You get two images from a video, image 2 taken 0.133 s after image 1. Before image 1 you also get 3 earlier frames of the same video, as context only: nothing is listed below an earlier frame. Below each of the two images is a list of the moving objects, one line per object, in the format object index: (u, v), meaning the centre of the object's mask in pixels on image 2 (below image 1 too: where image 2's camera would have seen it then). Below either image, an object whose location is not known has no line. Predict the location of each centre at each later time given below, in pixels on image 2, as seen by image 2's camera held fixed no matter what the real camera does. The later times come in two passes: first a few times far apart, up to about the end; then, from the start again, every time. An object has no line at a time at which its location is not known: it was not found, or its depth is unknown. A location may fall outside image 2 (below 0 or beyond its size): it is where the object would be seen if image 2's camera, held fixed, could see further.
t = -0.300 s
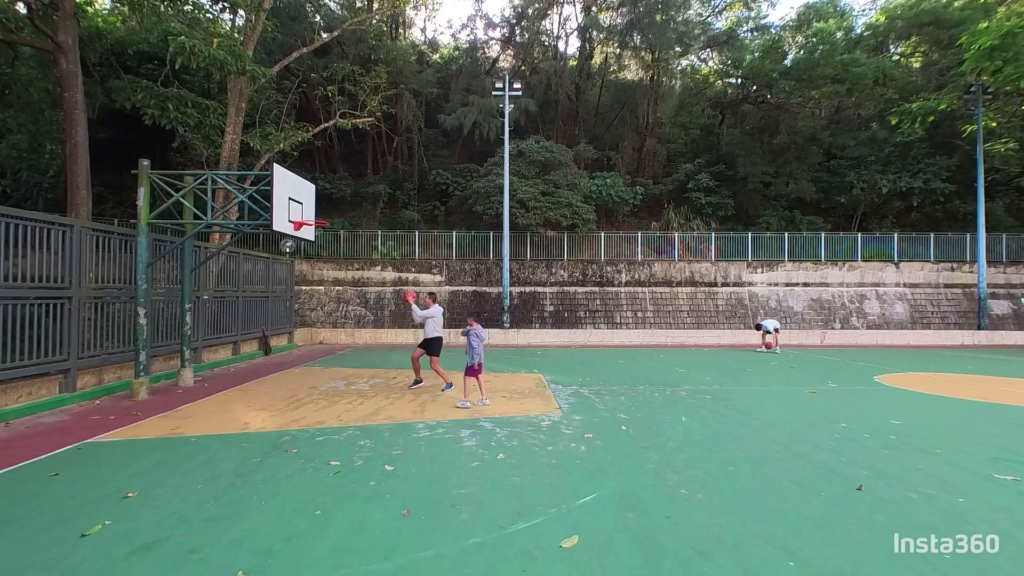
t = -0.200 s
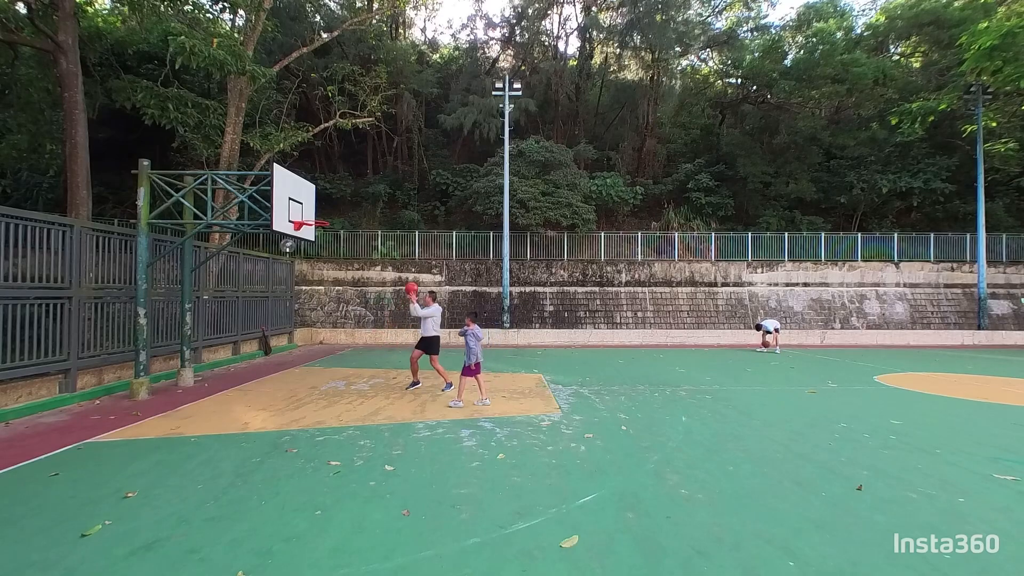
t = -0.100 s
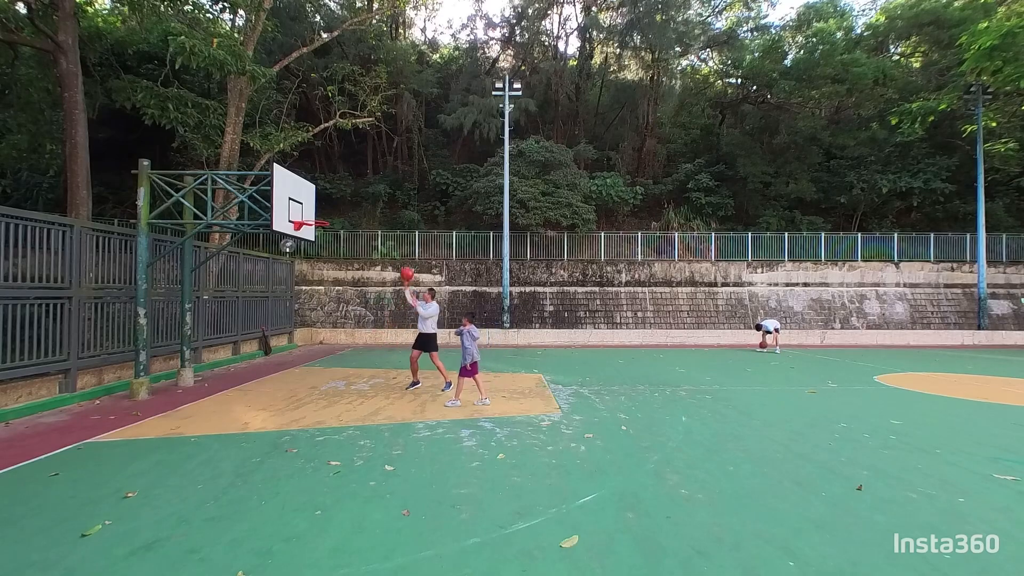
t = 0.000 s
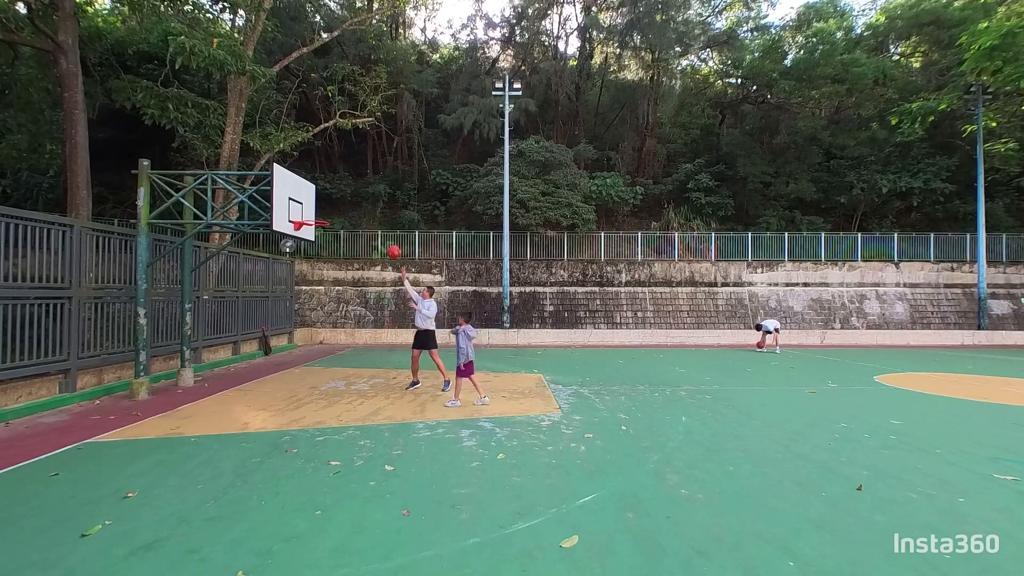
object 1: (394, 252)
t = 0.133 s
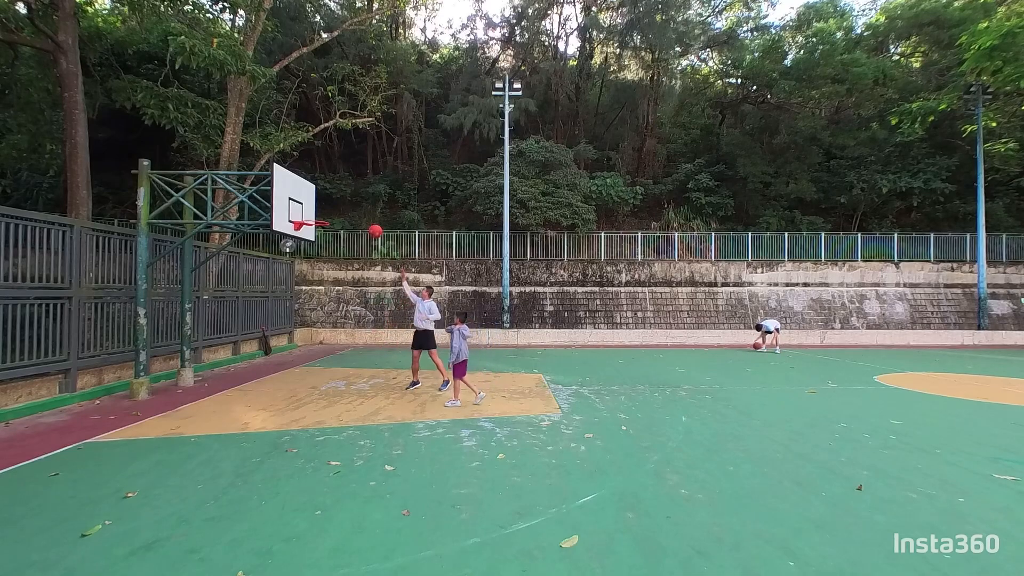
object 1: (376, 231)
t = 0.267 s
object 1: (357, 220)
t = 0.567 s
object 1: (345, 218)
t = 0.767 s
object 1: (360, 232)
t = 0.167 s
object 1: (371, 227)
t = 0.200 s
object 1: (366, 224)
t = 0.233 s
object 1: (362, 222)
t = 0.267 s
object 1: (357, 220)
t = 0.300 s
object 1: (352, 219)
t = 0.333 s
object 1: (348, 219)
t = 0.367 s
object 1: (343, 218)
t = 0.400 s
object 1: (339, 219)
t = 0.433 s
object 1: (335, 220)
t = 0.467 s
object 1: (336, 219)
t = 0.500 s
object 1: (339, 218)
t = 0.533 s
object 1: (342, 218)
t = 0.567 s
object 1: (345, 218)
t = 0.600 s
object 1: (348, 219)
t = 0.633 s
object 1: (350, 220)
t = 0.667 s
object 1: (353, 223)
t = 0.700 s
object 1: (355, 225)
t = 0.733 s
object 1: (358, 228)
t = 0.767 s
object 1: (360, 232)
